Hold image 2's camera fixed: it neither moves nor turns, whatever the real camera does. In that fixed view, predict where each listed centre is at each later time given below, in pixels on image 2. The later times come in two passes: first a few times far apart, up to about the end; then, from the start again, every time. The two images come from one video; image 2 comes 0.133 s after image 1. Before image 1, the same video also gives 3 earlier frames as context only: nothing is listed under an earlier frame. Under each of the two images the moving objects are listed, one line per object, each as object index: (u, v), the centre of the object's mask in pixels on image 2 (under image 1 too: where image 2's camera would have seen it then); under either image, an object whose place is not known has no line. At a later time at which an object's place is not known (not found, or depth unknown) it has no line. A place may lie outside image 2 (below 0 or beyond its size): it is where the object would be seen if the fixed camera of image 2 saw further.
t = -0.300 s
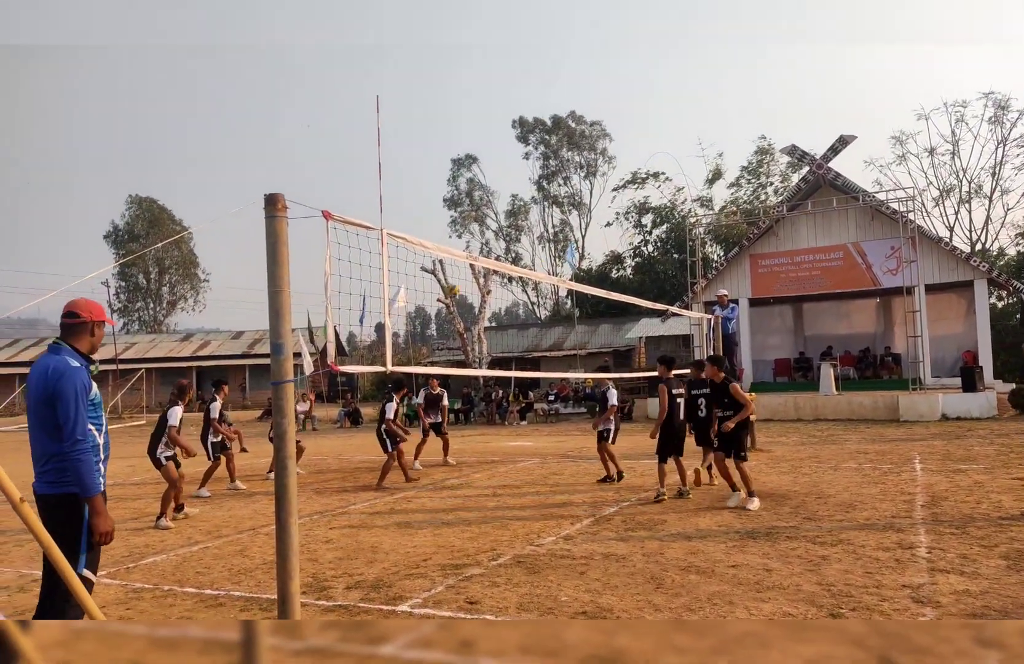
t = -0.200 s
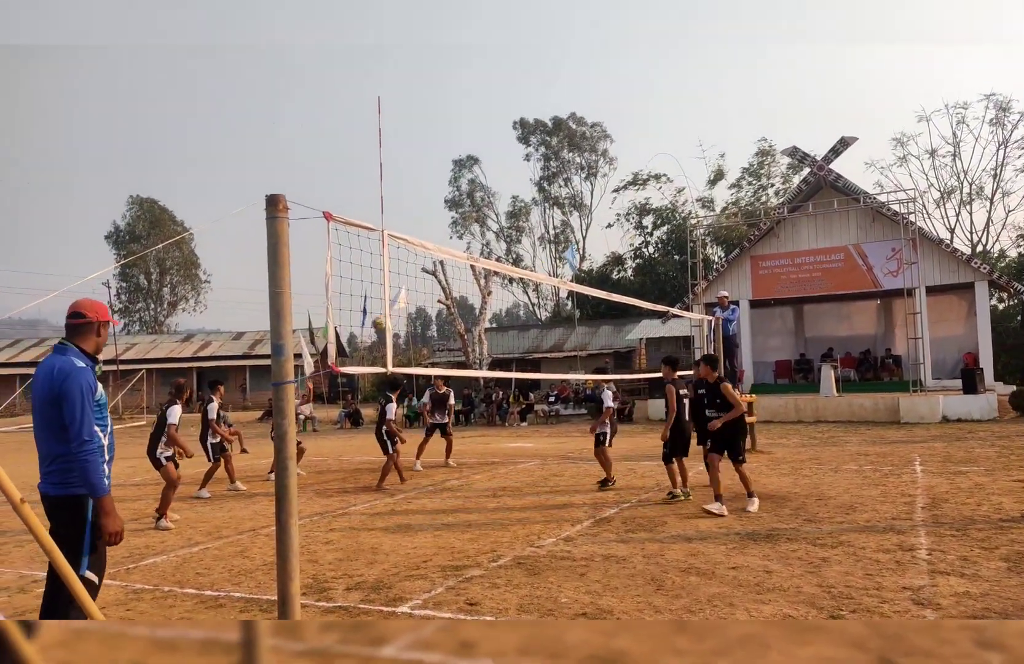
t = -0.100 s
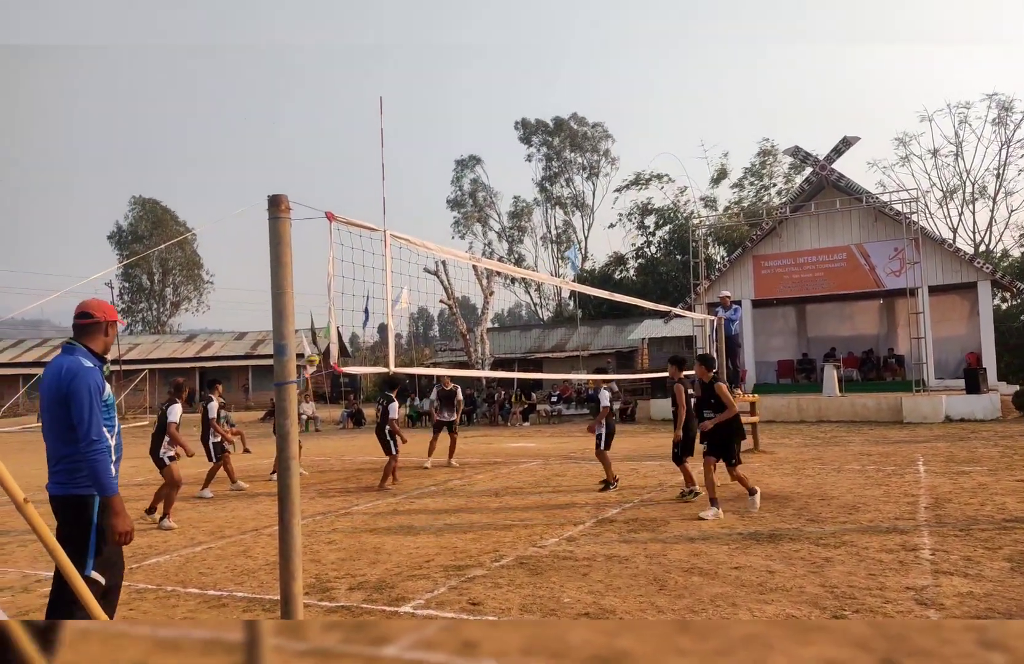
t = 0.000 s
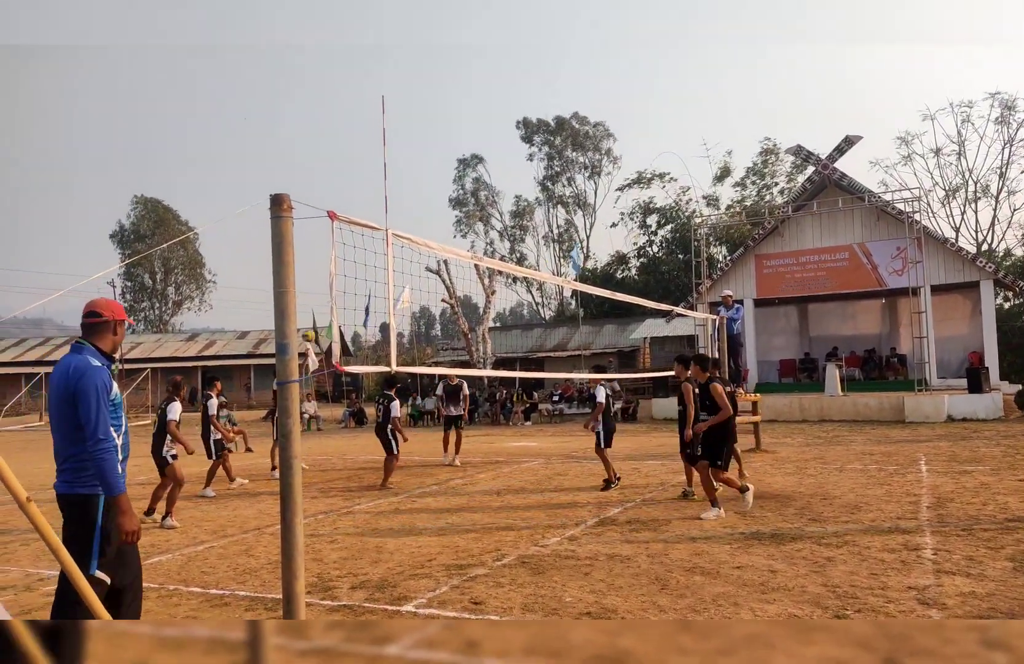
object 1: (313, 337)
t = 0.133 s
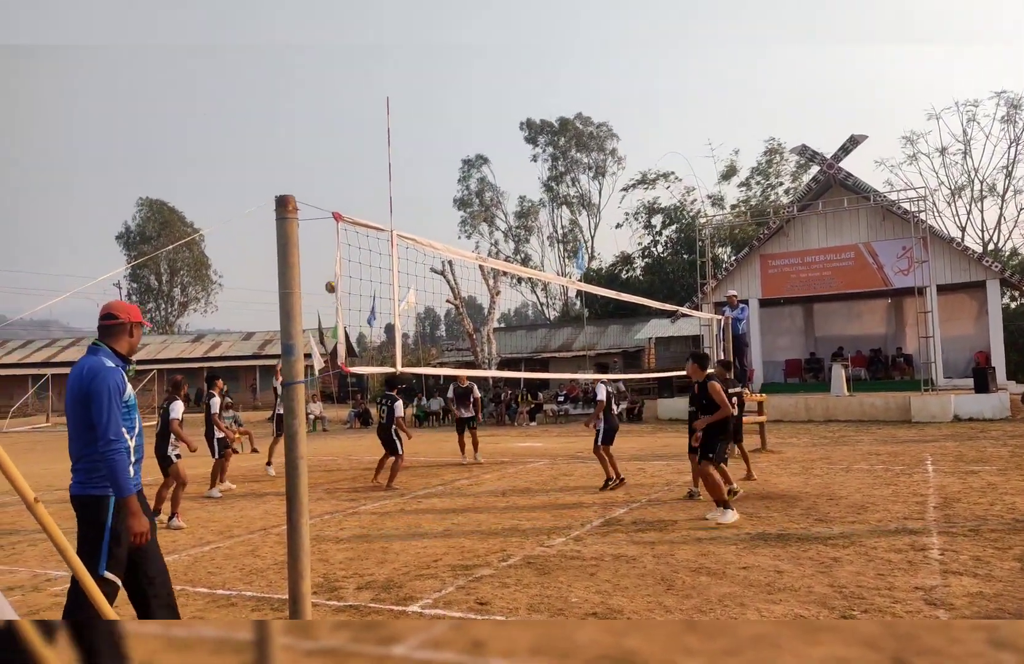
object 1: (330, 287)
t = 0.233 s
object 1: (346, 257)
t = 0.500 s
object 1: (384, 202)
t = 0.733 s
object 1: (419, 189)
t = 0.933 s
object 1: (452, 207)
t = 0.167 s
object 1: (333, 277)
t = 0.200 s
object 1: (344, 266)
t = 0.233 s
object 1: (346, 257)
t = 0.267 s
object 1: (350, 248)
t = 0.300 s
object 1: (355, 240)
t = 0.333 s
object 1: (360, 233)
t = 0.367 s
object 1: (365, 219)
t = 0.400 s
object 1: (370, 217)
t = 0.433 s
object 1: (374, 212)
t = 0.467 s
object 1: (379, 207)
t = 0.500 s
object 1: (384, 202)
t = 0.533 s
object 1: (389, 199)
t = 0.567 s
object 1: (394, 195)
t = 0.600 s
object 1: (399, 192)
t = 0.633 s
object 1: (404, 190)
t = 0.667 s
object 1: (409, 189)
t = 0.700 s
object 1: (414, 188)
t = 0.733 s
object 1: (419, 189)
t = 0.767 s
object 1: (425, 190)
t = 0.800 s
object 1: (430, 192)
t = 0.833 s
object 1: (435, 195)
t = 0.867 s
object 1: (441, 198)
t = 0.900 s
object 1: (446, 202)
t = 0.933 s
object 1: (452, 207)
